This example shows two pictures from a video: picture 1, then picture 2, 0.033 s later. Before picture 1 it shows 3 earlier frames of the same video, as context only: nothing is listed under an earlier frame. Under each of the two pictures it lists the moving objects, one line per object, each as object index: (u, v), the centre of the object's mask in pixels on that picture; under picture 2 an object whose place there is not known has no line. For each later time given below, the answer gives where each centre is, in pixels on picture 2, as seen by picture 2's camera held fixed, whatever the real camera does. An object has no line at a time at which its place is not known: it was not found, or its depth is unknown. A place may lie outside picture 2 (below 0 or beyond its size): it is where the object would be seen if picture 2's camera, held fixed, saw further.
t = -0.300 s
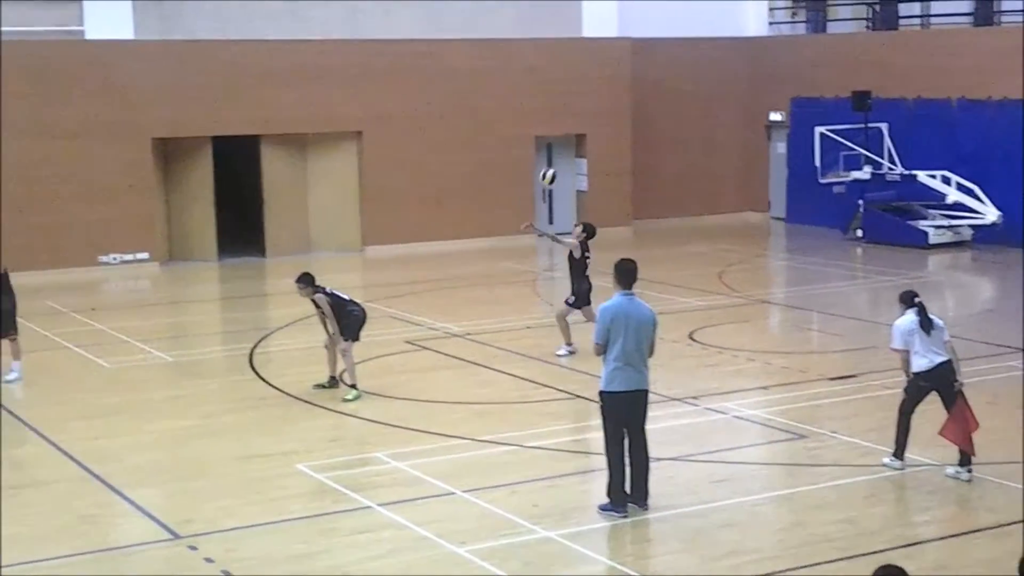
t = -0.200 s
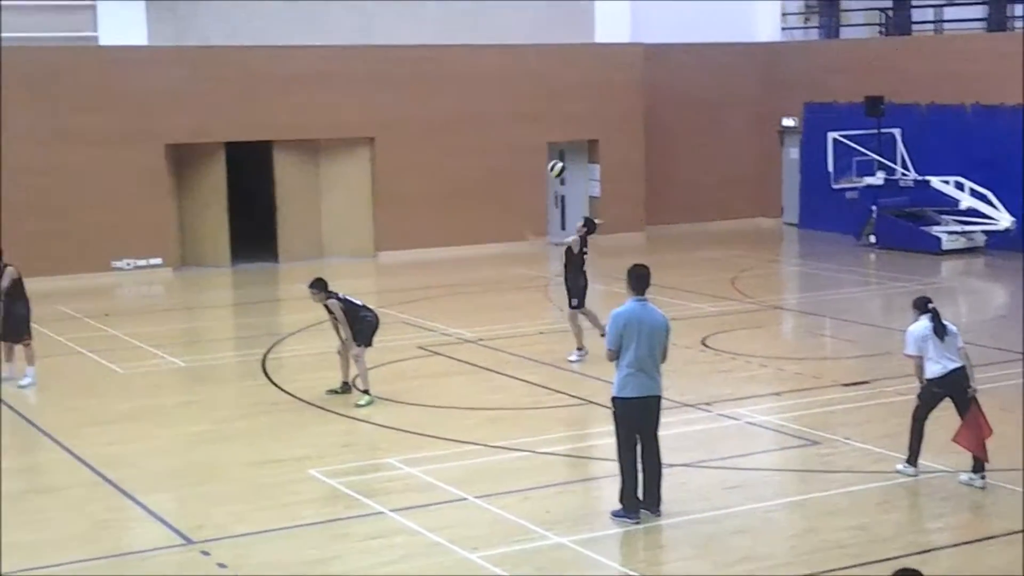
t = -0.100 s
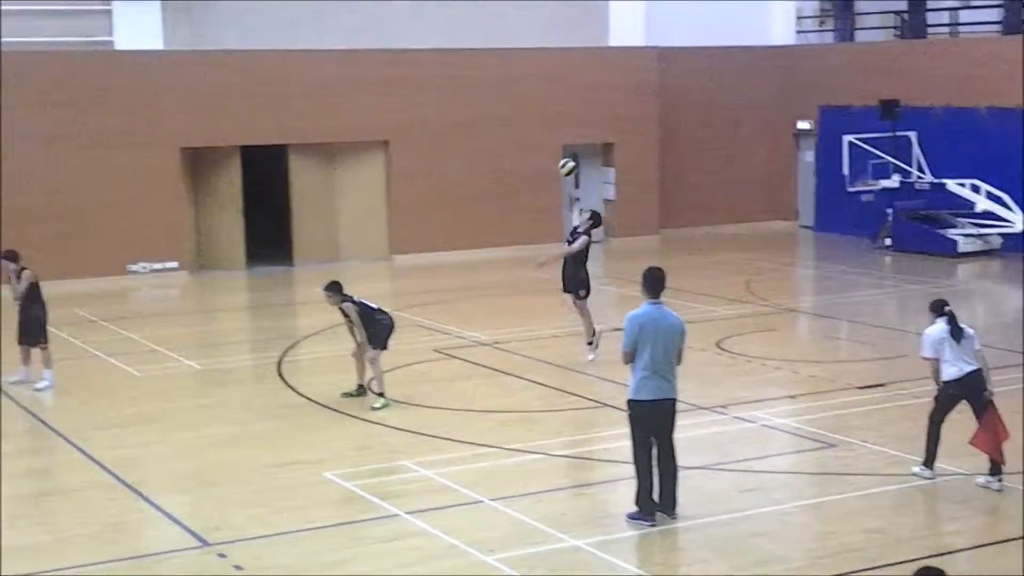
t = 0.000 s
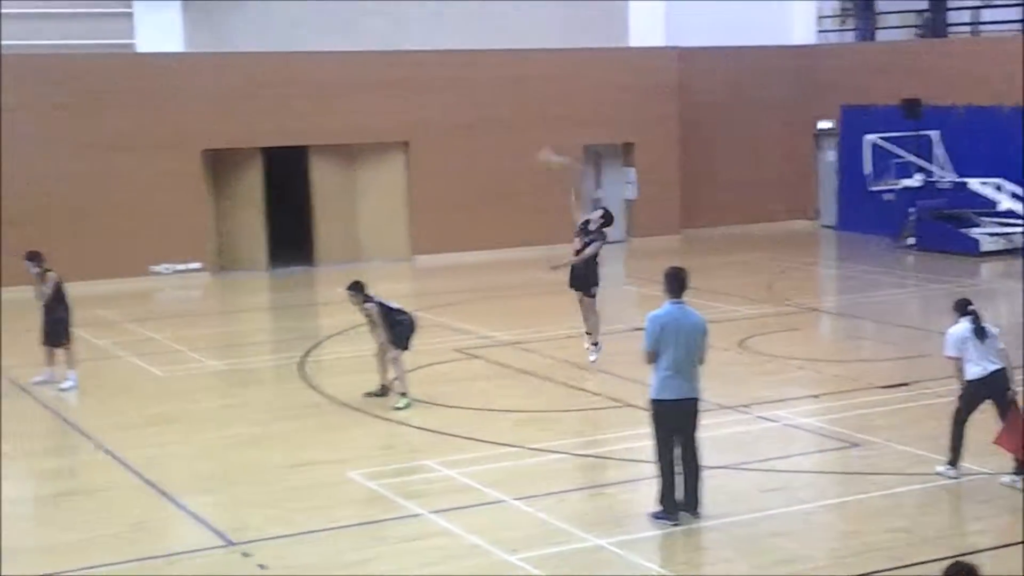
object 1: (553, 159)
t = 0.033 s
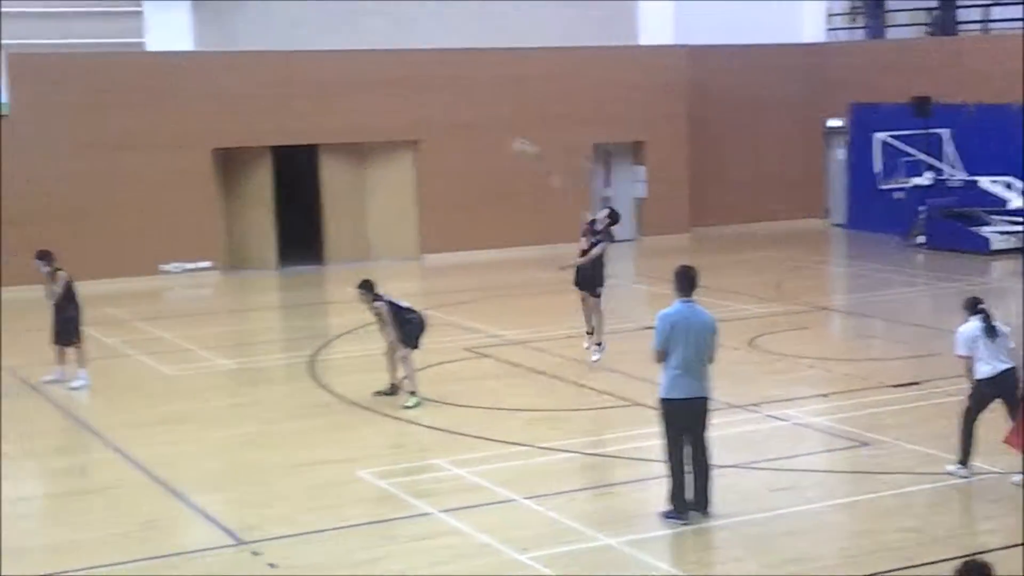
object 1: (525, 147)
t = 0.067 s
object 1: (487, 139)
